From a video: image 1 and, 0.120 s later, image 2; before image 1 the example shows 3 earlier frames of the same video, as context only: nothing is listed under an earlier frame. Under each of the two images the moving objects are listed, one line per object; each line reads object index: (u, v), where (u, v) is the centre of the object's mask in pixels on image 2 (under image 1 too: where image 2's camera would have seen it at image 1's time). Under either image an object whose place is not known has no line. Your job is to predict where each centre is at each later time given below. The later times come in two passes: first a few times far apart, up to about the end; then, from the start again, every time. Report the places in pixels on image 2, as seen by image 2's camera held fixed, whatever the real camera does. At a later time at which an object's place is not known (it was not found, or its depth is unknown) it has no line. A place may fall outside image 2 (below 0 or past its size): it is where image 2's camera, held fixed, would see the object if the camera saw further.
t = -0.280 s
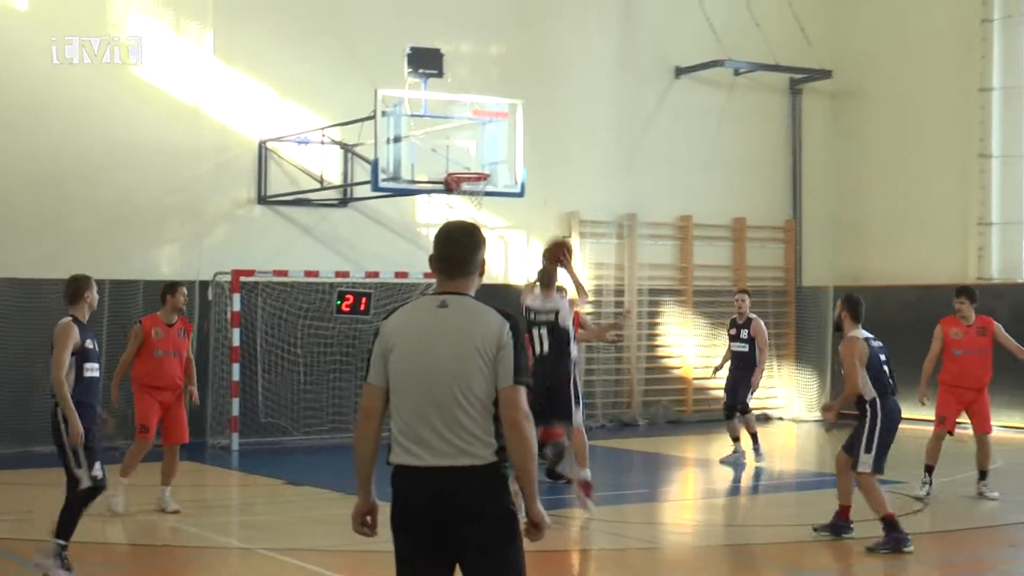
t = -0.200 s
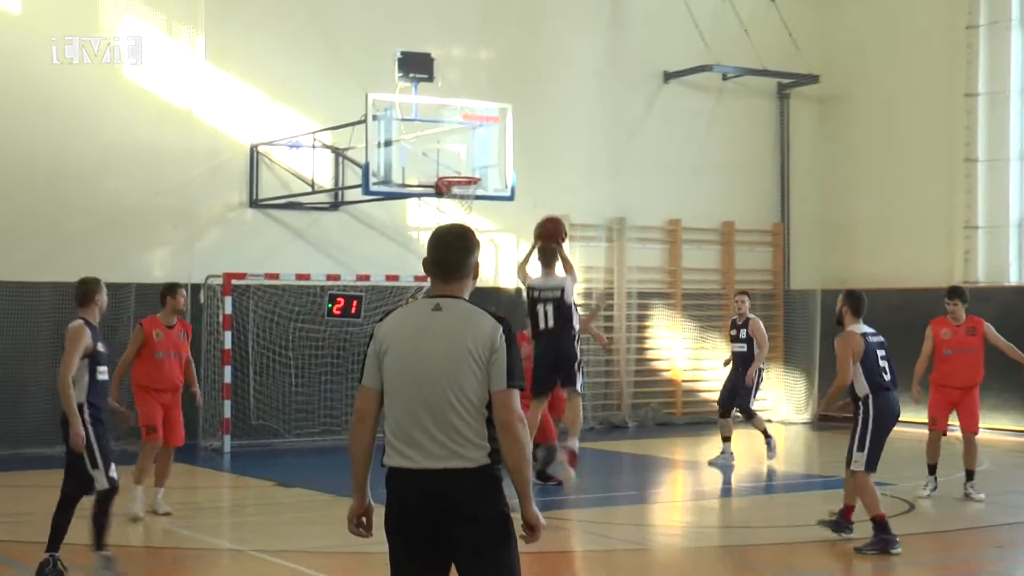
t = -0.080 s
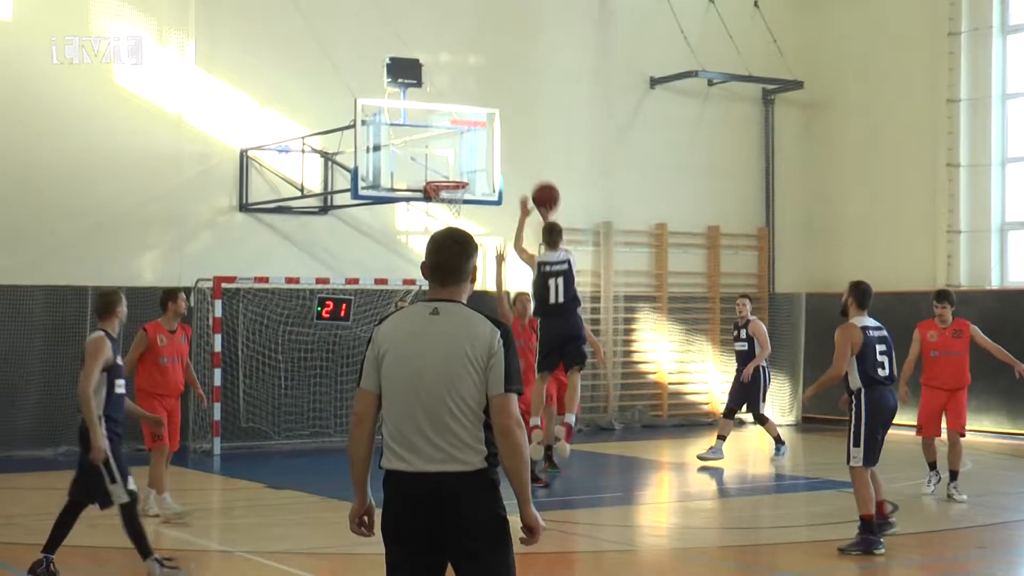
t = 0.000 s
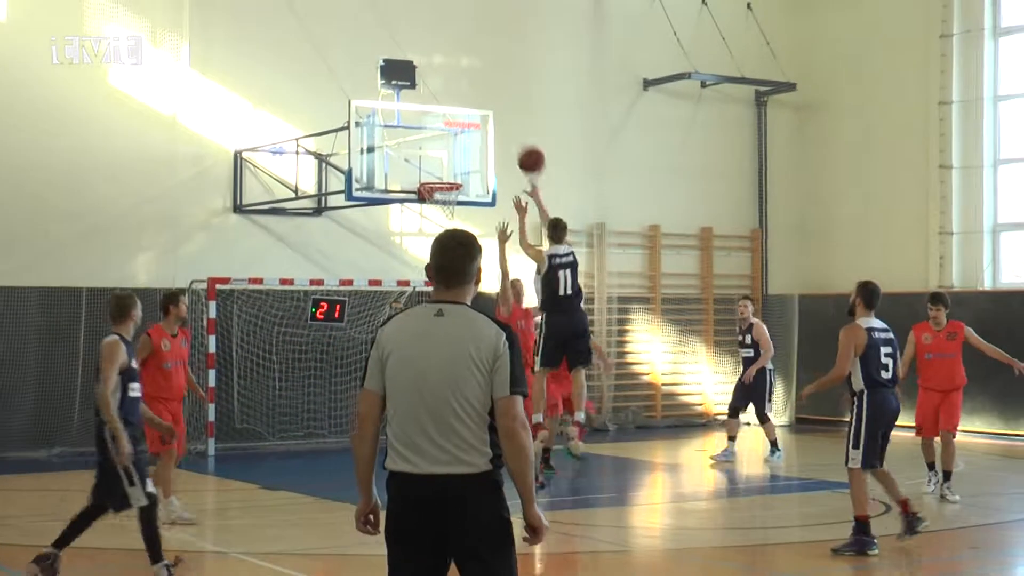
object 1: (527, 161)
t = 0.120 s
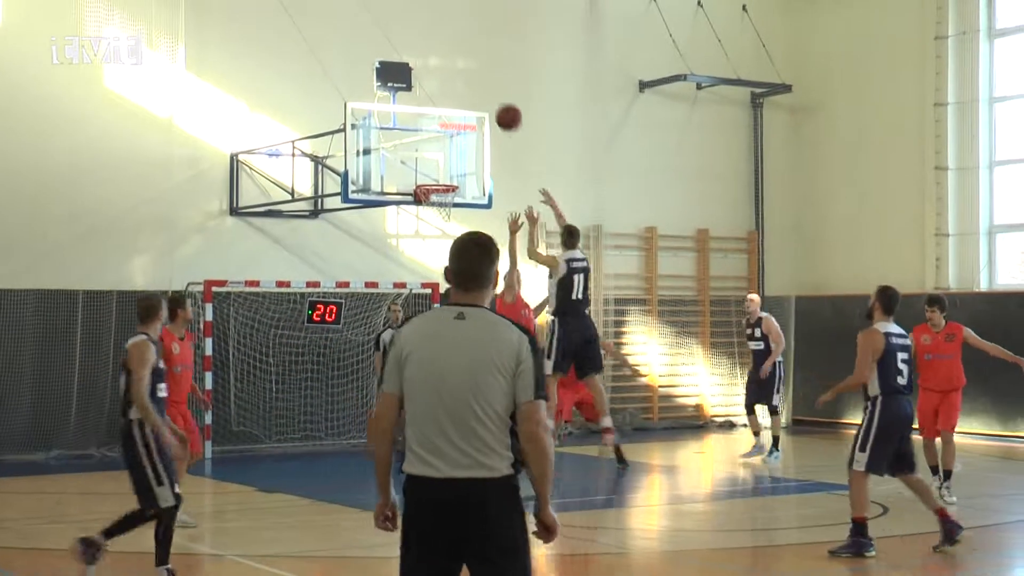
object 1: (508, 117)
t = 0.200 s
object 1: (497, 98)
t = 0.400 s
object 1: (471, 80)
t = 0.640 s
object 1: (443, 110)
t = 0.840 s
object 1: (421, 172)
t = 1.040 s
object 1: (439, 145)
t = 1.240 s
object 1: (460, 140)
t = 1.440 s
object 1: (483, 170)
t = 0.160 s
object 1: (502, 106)
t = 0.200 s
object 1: (497, 98)
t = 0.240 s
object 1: (491, 91)
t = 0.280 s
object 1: (486, 86)
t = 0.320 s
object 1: (481, 82)
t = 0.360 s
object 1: (475, 80)
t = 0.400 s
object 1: (471, 80)
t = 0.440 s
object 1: (466, 82)
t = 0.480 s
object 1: (461, 85)
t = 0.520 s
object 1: (456, 89)
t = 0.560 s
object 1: (452, 95)
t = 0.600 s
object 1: (447, 101)
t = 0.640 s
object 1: (443, 110)
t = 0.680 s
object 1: (439, 123)
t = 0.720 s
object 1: (434, 133)
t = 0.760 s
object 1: (430, 144)
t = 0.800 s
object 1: (425, 158)
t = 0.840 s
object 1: (421, 172)
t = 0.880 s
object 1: (421, 172)
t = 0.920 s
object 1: (425, 163)
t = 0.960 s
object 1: (429, 155)
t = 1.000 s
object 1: (434, 148)
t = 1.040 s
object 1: (439, 145)
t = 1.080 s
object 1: (443, 141)
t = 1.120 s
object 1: (447, 138)
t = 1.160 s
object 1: (451, 136)
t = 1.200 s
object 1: (456, 137)
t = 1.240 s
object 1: (460, 140)
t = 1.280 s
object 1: (465, 142)
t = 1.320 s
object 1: (470, 147)
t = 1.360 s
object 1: (474, 153)
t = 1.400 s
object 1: (478, 161)
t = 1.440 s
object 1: (483, 170)
